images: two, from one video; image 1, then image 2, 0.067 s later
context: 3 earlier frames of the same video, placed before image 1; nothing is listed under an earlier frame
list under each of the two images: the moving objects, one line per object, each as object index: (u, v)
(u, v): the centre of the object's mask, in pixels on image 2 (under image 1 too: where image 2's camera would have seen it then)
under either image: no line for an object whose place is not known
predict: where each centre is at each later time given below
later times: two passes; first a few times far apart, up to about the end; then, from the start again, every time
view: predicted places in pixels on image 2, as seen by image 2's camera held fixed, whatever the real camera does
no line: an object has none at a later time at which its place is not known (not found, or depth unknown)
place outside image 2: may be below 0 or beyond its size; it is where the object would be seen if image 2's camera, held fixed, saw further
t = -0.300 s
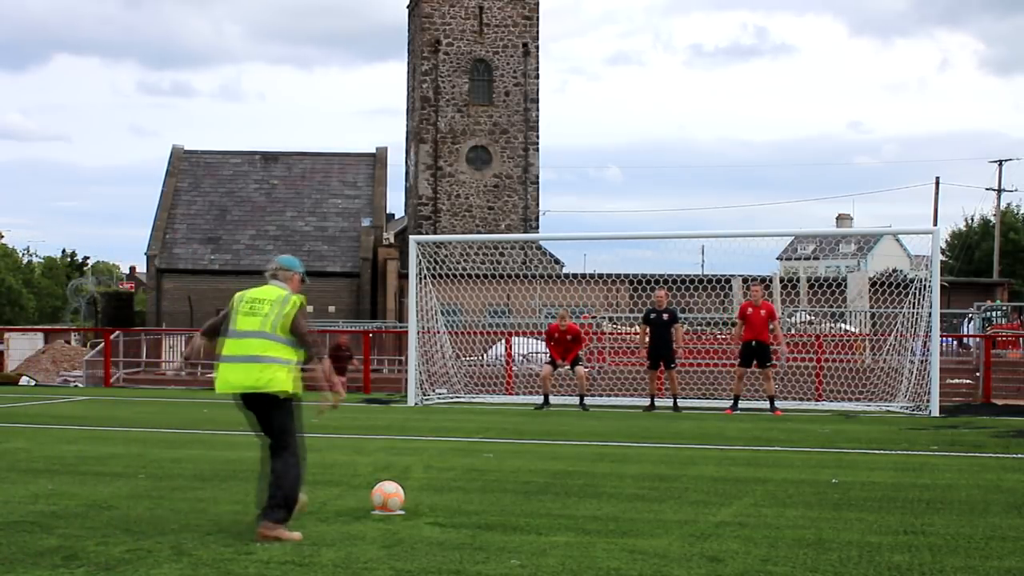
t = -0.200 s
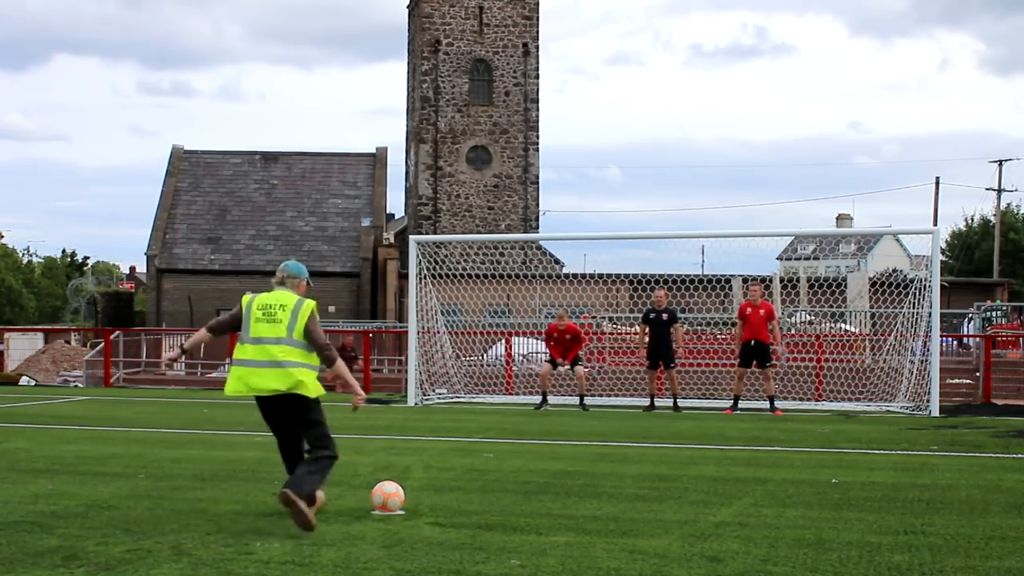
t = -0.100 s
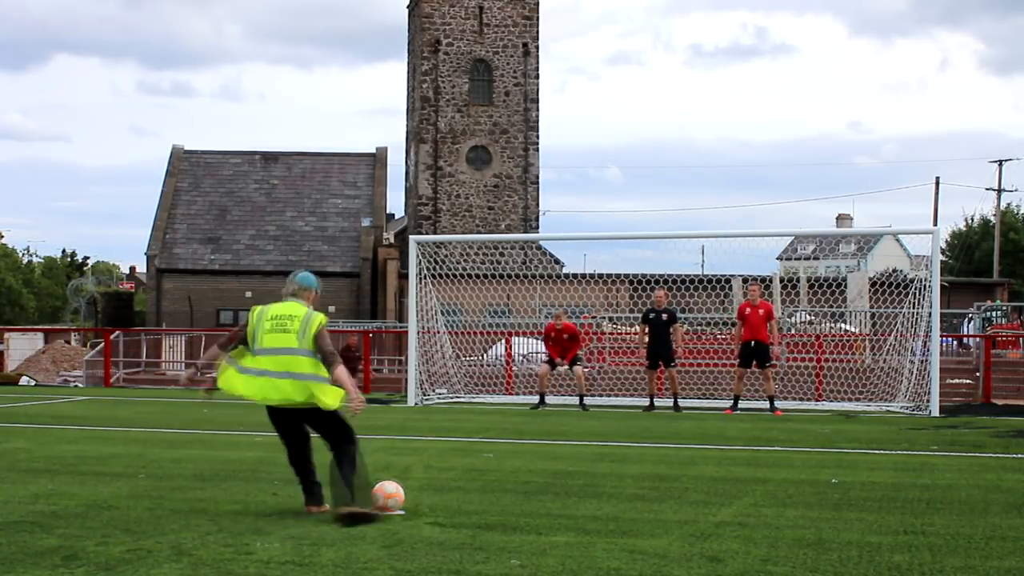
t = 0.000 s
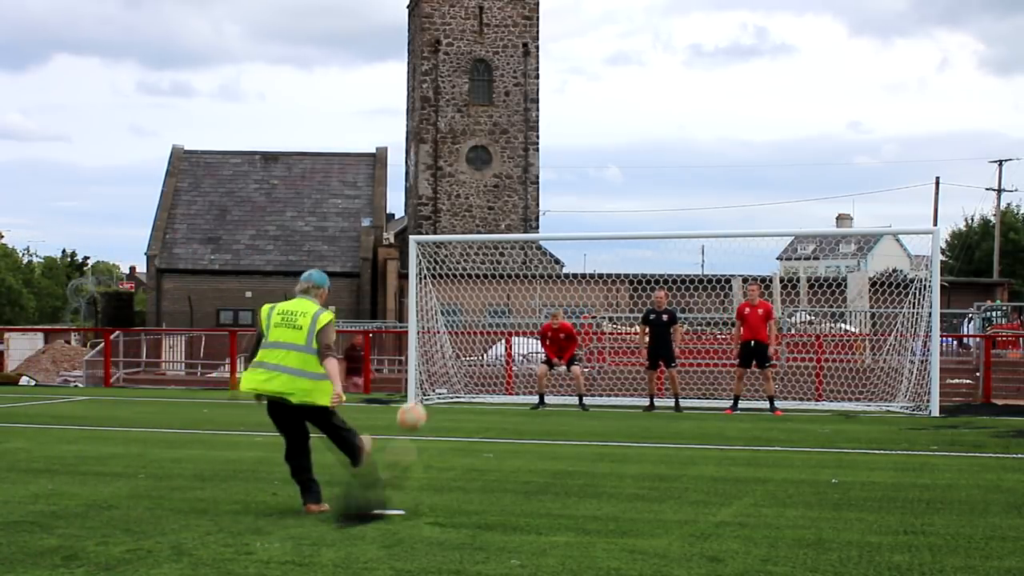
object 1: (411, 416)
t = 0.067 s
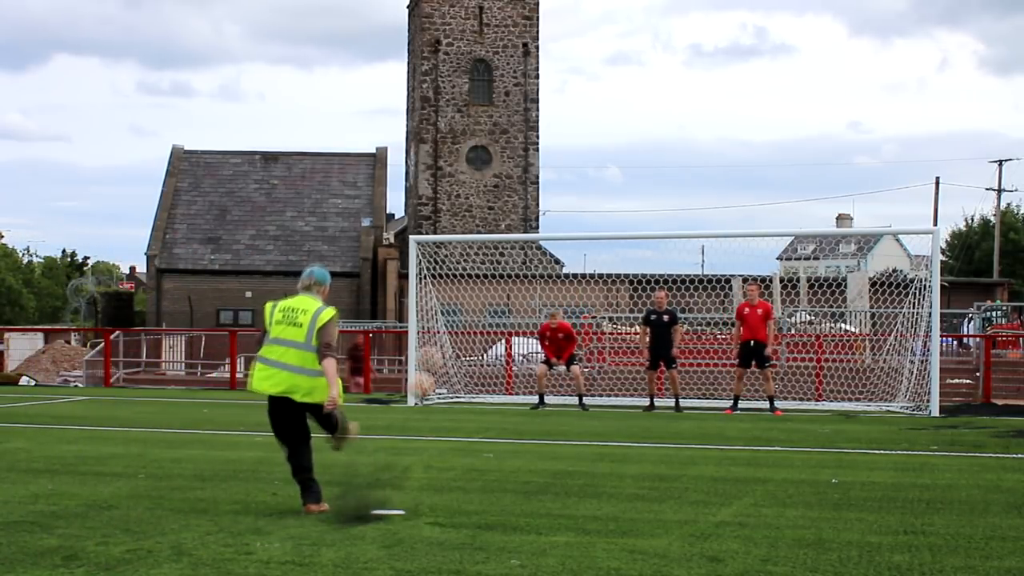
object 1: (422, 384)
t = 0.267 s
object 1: (450, 288)
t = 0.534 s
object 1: (463, 254)
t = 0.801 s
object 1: (462, 274)
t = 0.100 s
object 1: (430, 359)
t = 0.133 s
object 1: (436, 336)
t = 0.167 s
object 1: (441, 317)
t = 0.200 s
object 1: (445, 305)
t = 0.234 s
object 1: (446, 300)
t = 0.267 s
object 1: (450, 288)
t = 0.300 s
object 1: (453, 278)
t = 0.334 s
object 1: (456, 270)
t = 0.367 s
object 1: (458, 265)
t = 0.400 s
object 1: (459, 262)
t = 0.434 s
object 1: (460, 259)
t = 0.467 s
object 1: (461, 255)
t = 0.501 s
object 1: (462, 254)
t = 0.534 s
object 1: (463, 254)
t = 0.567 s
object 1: (463, 254)
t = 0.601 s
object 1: (463, 255)
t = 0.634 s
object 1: (463, 256)
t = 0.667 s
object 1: (463, 259)
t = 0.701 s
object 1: (463, 263)
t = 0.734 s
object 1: (463, 264)
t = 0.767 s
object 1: (463, 269)
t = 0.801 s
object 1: (462, 274)
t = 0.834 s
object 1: (461, 281)
